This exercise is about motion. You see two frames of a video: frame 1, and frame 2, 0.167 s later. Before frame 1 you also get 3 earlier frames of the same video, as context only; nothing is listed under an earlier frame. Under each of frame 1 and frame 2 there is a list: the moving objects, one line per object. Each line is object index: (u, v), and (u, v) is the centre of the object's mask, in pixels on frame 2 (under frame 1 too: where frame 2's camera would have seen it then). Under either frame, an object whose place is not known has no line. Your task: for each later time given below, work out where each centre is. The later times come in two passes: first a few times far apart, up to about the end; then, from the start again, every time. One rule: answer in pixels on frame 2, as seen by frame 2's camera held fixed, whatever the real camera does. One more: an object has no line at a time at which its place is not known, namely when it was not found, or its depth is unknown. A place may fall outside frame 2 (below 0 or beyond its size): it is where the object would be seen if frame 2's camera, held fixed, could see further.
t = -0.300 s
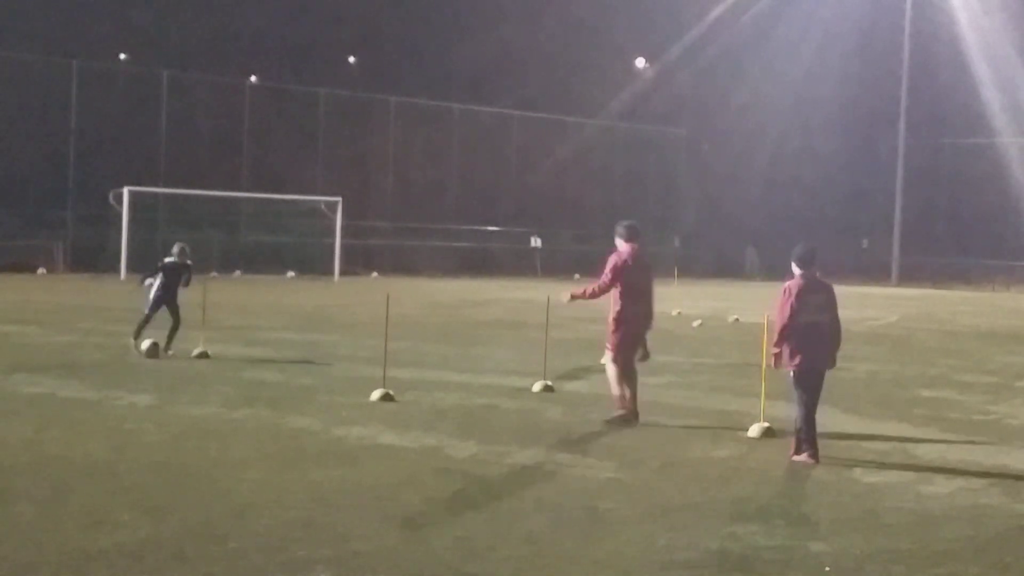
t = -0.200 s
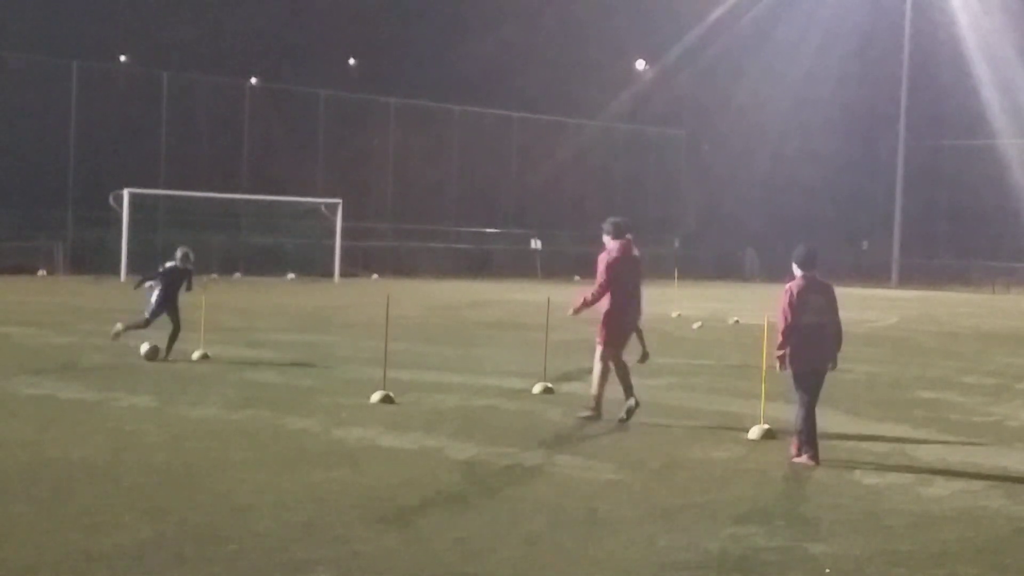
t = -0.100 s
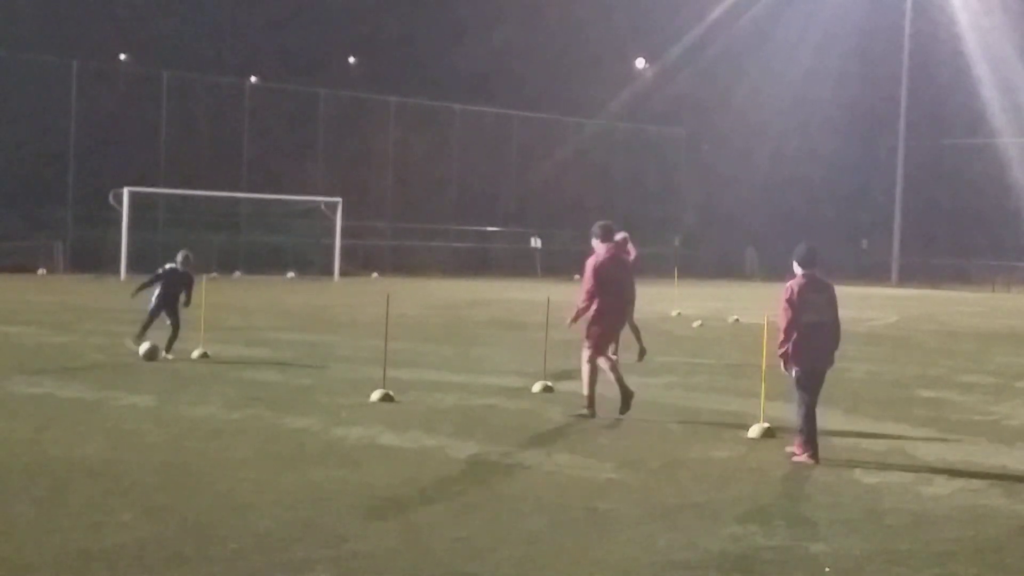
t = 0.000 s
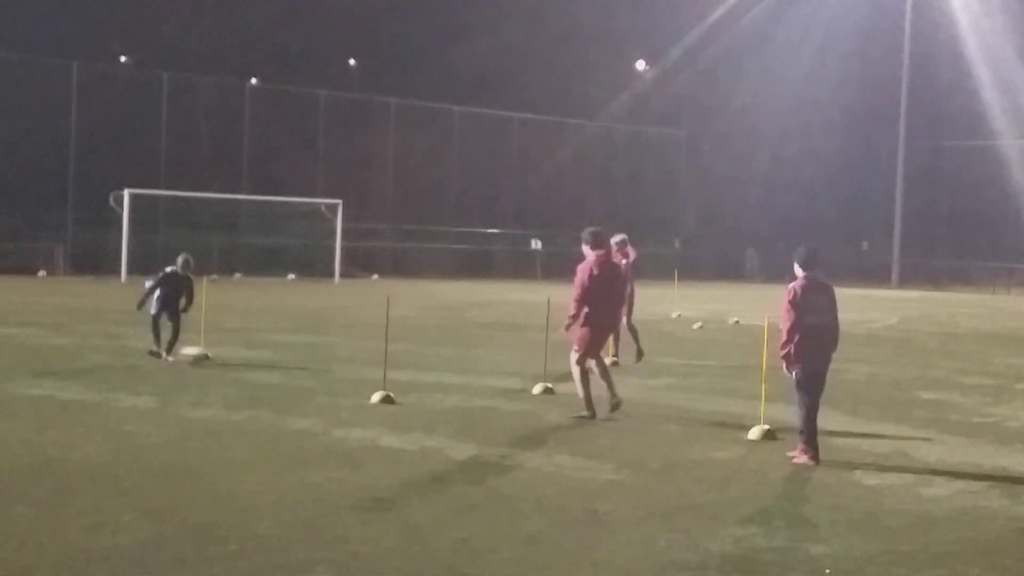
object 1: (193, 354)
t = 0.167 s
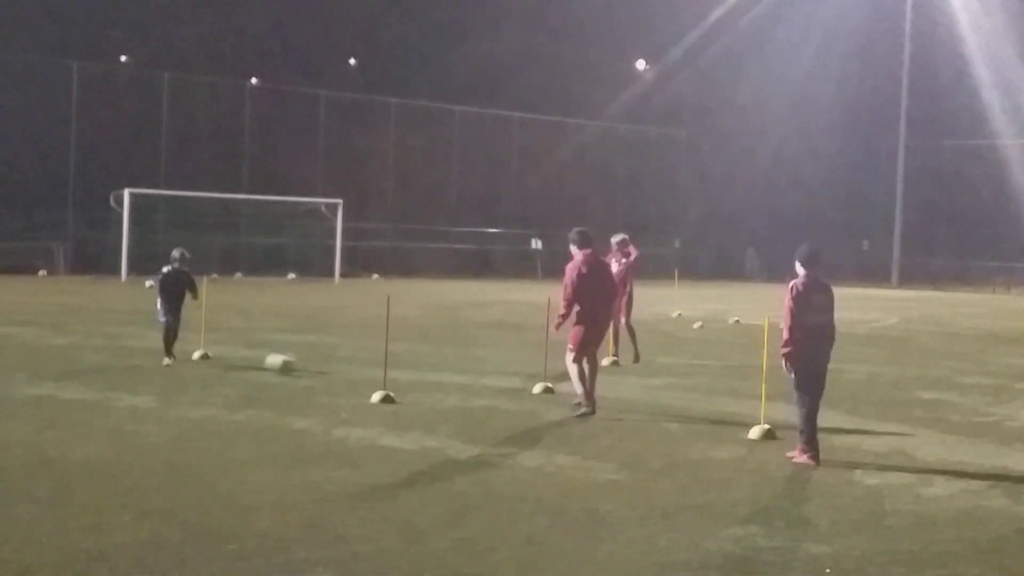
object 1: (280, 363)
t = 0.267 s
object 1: (325, 365)
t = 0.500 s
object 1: (429, 375)
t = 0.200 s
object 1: (297, 366)
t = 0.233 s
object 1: (311, 364)
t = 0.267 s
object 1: (325, 365)
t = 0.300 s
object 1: (341, 365)
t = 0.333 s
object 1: (357, 367)
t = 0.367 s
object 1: (371, 372)
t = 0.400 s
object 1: (388, 375)
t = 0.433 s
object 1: (401, 374)
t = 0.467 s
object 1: (415, 374)
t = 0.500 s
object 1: (429, 375)
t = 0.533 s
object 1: (443, 379)
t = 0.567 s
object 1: (457, 382)
